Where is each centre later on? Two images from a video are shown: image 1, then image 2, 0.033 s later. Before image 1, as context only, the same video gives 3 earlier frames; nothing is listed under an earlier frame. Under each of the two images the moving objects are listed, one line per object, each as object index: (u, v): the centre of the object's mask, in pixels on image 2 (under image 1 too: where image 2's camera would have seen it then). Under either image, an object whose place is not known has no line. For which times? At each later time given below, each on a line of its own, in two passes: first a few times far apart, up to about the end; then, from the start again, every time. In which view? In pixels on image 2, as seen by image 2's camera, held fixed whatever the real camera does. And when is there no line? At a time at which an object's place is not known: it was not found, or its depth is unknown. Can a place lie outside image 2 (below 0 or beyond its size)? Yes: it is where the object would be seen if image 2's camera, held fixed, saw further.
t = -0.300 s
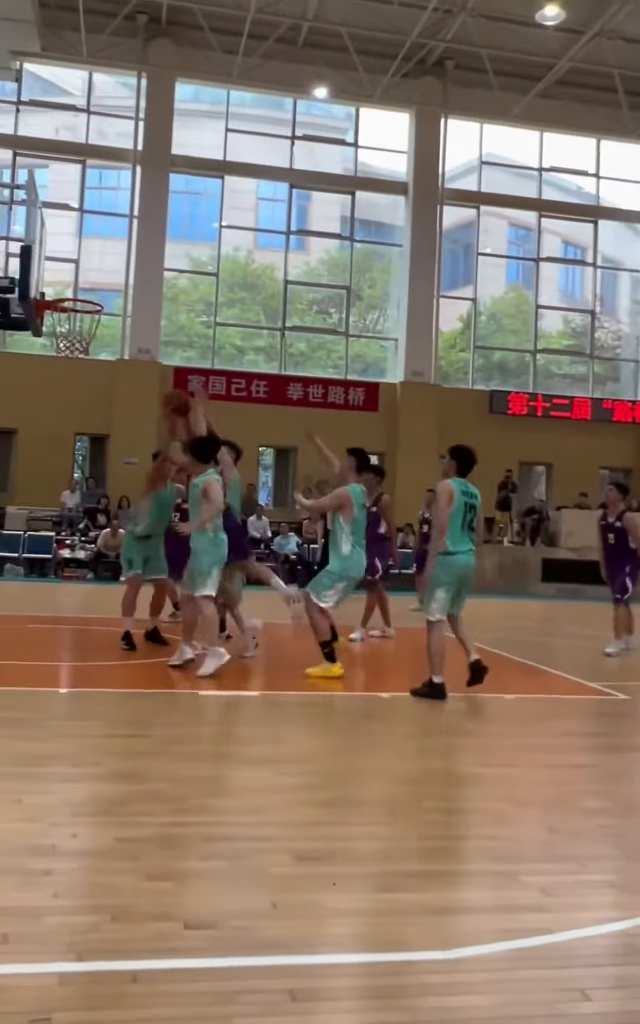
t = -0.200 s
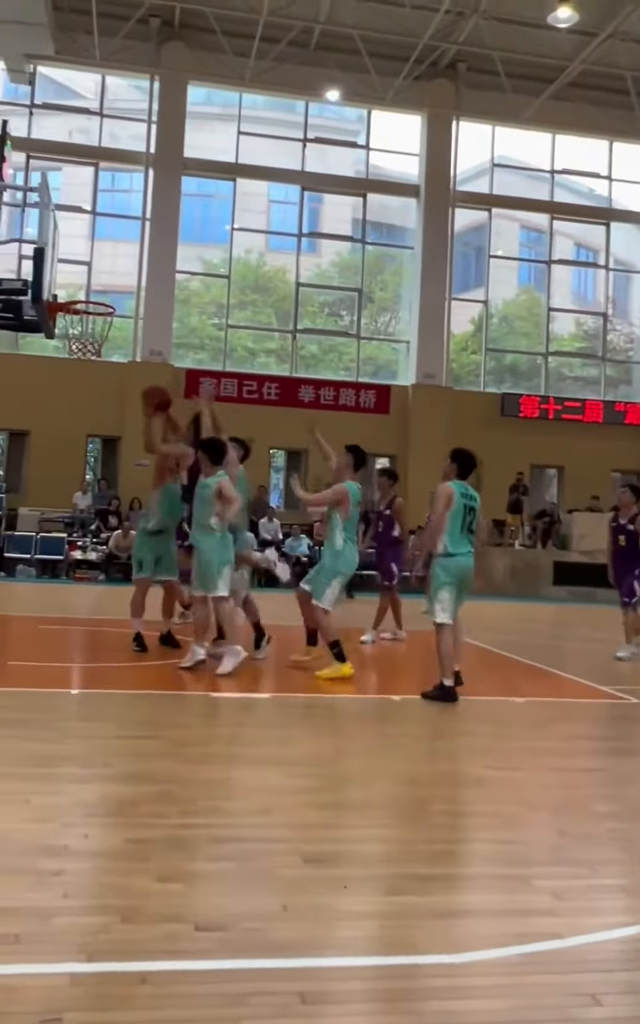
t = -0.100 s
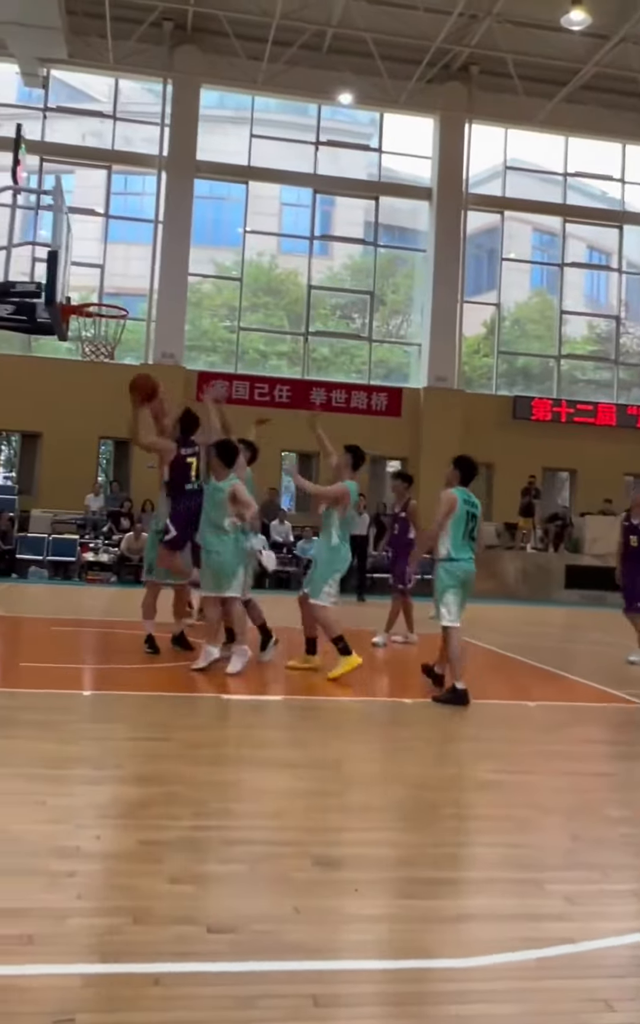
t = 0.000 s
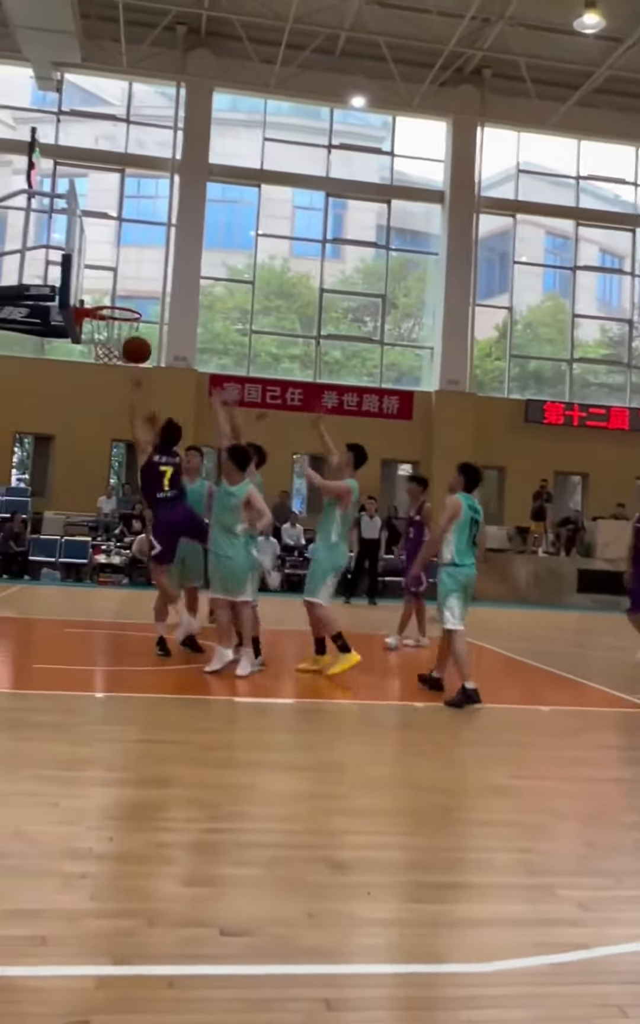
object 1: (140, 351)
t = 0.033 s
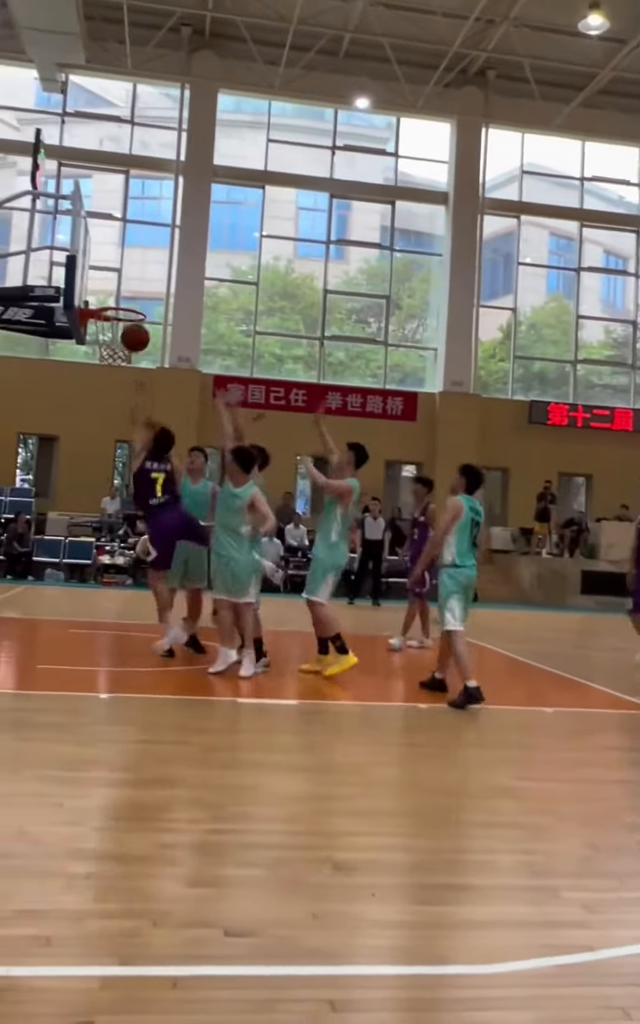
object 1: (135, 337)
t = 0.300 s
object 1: (93, 284)
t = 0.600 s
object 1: (126, 317)
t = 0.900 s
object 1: (98, 342)
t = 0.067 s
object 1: (129, 326)
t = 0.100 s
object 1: (124, 316)
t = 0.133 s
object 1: (118, 307)
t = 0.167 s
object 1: (113, 300)
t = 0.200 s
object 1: (107, 294)
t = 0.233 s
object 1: (102, 289)
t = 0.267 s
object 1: (96, 286)
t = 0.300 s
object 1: (93, 284)
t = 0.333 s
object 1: (99, 285)
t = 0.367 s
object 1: (105, 286)
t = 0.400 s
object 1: (111, 289)
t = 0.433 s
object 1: (116, 293)
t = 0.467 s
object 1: (122, 297)
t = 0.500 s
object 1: (127, 304)
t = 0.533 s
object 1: (132, 311)
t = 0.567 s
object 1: (131, 315)
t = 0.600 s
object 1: (126, 317)
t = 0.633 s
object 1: (118, 320)
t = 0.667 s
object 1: (110, 324)
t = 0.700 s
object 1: (105, 327)
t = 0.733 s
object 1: (102, 330)
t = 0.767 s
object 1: (101, 332)
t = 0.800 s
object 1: (98, 335)
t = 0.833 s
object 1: (97, 336)
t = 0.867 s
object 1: (97, 339)
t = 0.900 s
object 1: (98, 342)
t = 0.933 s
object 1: (99, 345)
